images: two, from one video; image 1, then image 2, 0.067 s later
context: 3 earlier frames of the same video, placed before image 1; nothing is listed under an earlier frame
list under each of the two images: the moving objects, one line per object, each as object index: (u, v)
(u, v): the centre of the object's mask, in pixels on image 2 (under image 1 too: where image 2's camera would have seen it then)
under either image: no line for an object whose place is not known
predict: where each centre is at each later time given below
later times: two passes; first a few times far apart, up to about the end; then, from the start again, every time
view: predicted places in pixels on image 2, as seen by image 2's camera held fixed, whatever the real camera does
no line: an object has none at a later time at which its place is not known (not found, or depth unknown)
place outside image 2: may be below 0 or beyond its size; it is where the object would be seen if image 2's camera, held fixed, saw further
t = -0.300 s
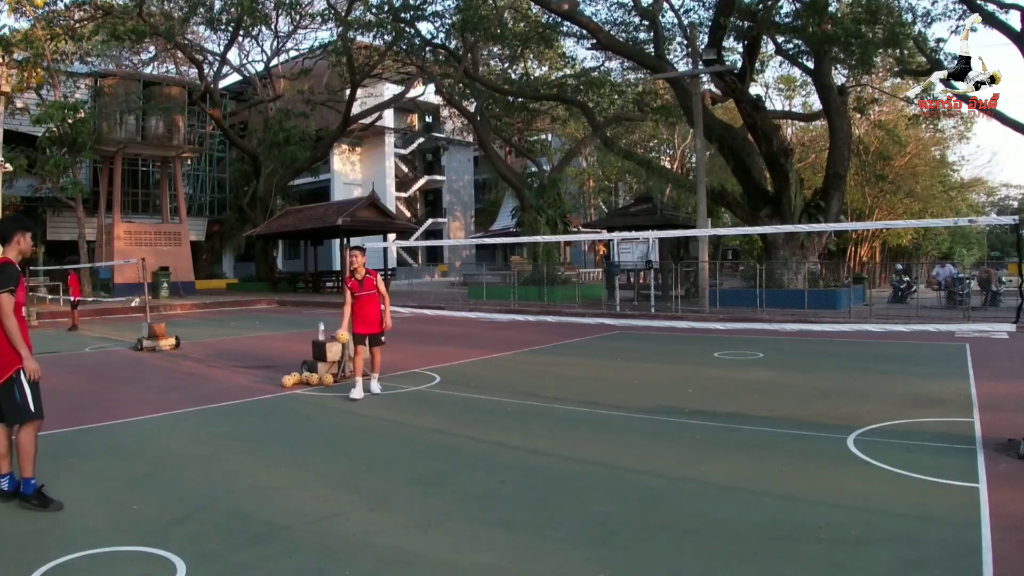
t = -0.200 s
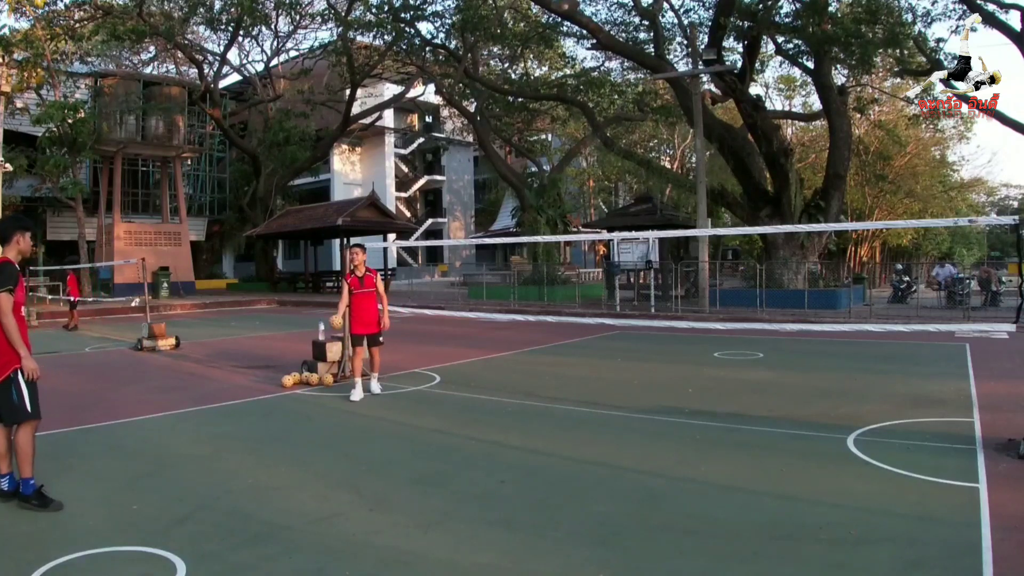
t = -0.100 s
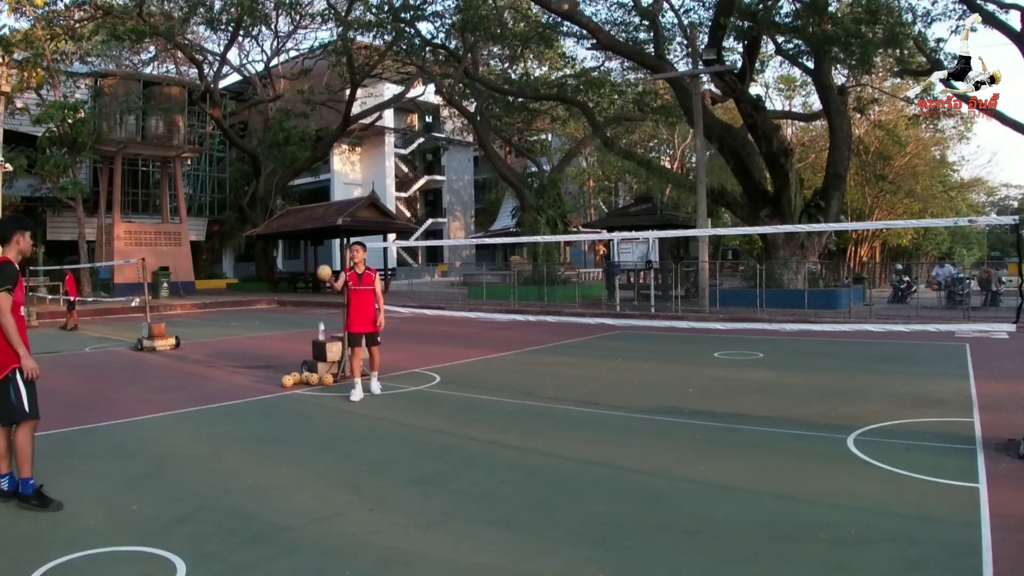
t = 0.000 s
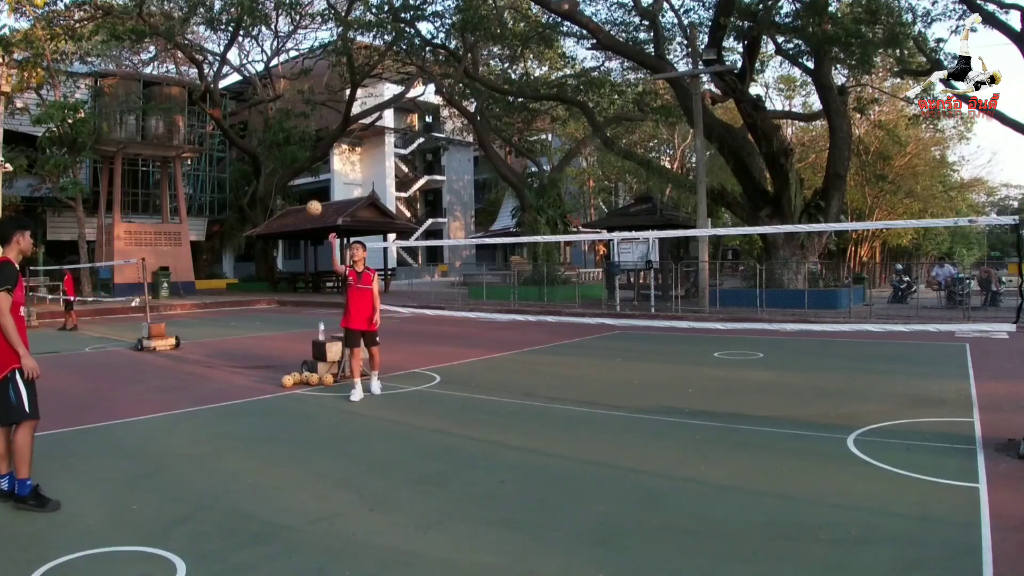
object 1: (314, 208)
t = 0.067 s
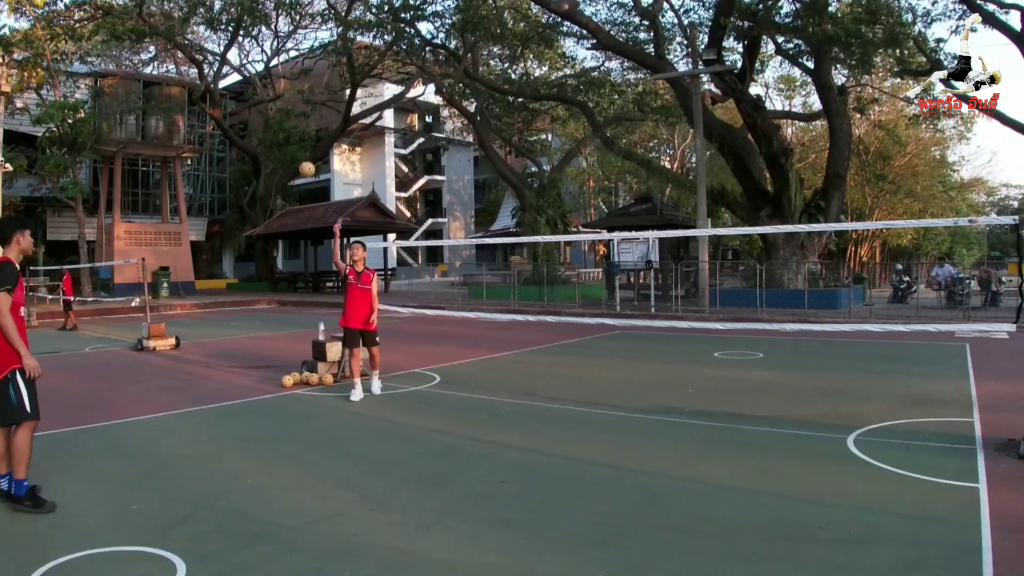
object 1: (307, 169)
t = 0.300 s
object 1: (283, 66)
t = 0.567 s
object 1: (250, 13)
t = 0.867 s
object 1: (203, 62)
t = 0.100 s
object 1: (303, 151)
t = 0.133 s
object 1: (300, 135)
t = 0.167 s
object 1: (297, 119)
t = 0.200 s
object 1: (293, 103)
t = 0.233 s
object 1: (289, 89)
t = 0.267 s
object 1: (286, 77)
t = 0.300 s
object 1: (283, 66)
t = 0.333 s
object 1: (279, 55)
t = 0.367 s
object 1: (275, 46)
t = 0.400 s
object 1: (272, 37)
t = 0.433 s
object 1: (267, 30)
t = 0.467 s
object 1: (263, 24)
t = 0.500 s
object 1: (259, 19)
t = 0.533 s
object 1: (255, 16)
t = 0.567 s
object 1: (250, 13)
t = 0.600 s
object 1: (246, 12)
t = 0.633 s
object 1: (241, 13)
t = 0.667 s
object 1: (236, 15)
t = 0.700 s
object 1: (231, 18)
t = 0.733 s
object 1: (226, 23)
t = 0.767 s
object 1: (221, 30)
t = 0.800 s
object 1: (215, 39)
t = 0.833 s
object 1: (209, 50)
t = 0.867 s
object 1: (203, 62)
